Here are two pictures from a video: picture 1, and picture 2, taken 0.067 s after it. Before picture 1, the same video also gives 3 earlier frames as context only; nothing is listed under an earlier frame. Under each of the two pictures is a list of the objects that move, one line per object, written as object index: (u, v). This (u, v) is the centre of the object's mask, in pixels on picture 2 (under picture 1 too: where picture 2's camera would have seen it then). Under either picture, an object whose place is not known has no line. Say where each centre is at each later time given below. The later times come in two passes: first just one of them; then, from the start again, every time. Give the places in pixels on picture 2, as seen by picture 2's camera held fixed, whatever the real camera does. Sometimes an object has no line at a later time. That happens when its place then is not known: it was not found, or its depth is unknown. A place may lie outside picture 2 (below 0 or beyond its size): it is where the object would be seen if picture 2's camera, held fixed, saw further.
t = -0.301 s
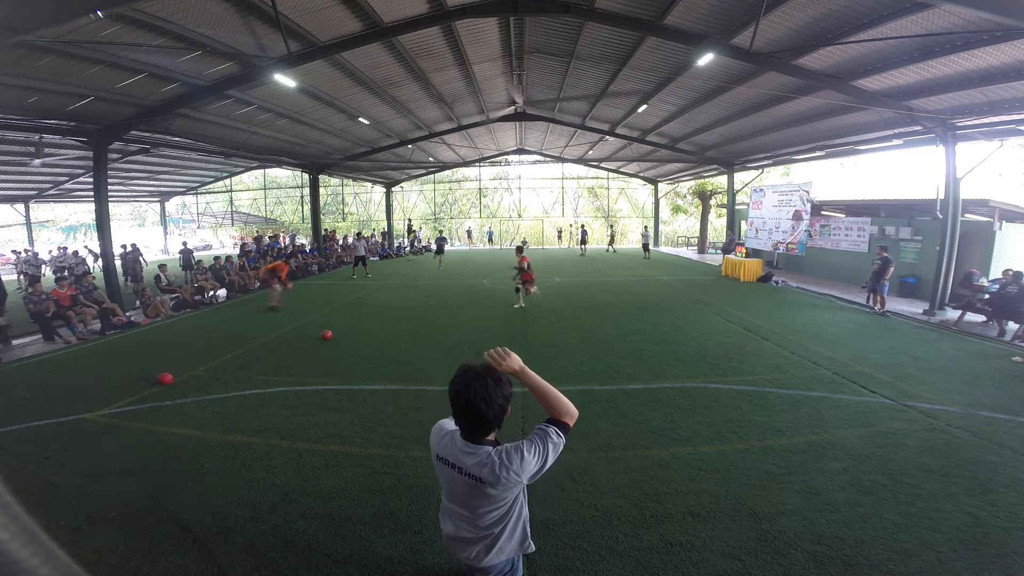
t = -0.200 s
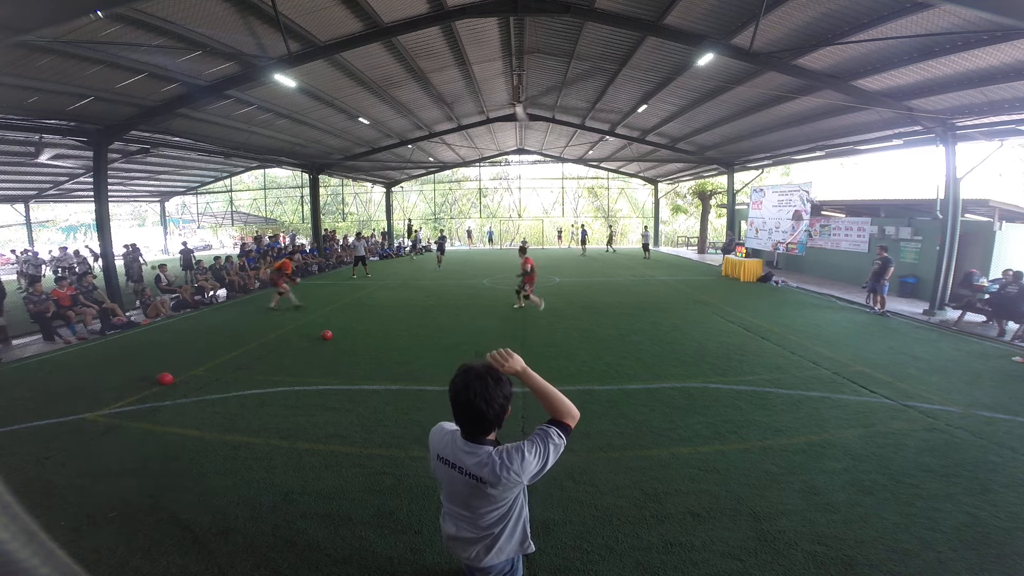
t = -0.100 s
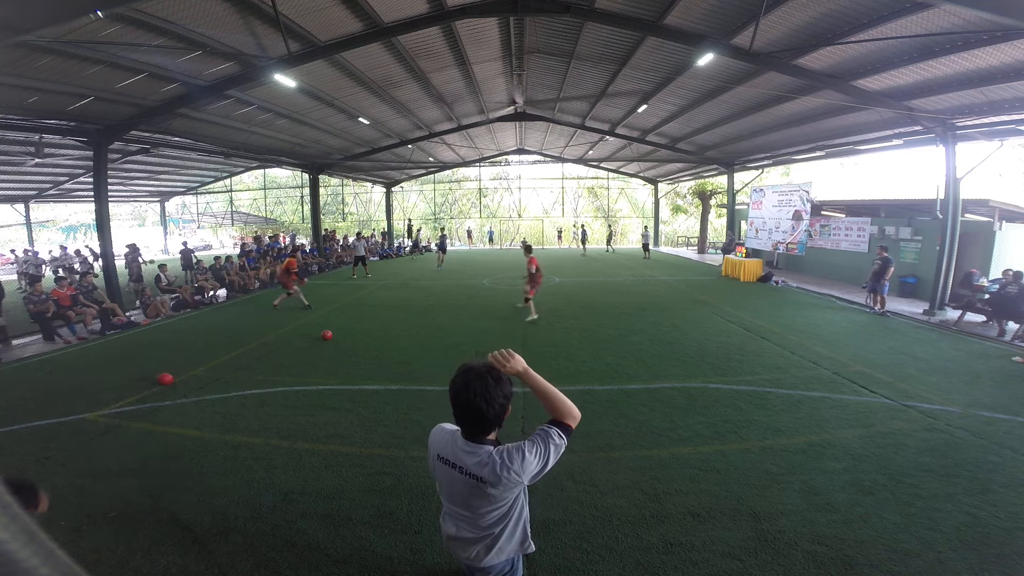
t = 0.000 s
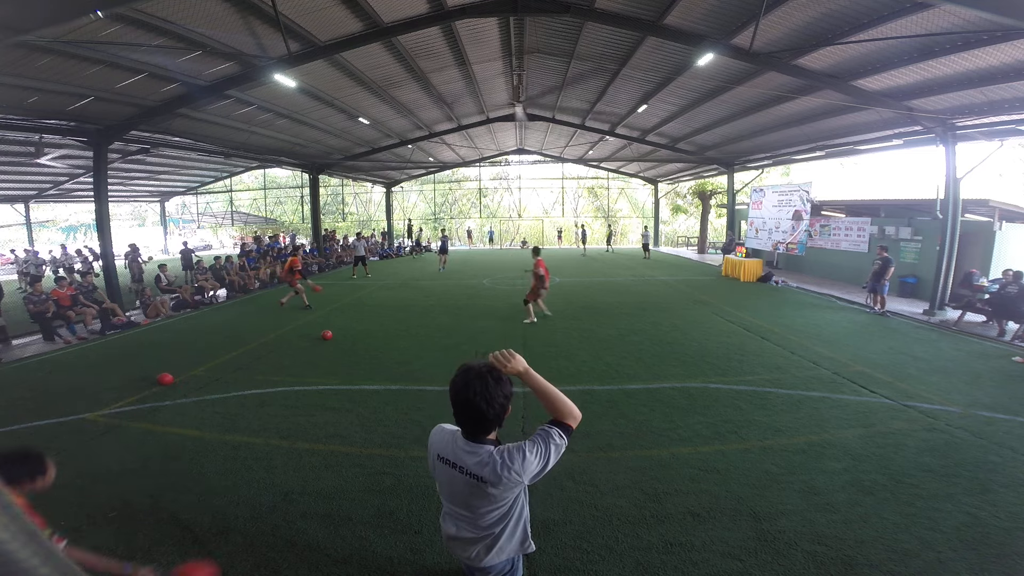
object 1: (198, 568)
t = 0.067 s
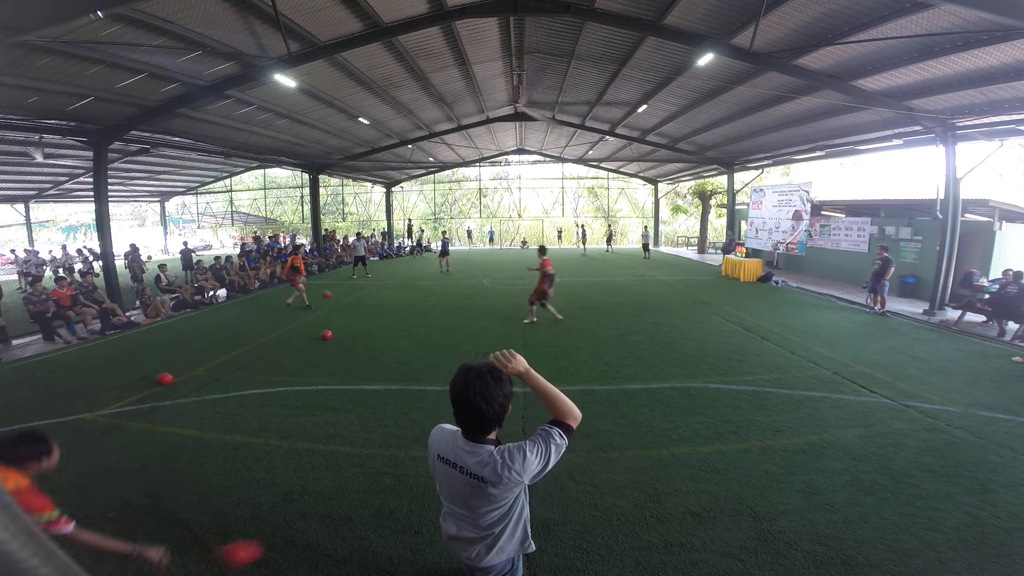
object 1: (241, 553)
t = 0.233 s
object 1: (315, 513)
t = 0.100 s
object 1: (262, 545)
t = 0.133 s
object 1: (281, 538)
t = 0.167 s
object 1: (295, 530)
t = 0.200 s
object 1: (306, 520)
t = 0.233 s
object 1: (315, 513)
